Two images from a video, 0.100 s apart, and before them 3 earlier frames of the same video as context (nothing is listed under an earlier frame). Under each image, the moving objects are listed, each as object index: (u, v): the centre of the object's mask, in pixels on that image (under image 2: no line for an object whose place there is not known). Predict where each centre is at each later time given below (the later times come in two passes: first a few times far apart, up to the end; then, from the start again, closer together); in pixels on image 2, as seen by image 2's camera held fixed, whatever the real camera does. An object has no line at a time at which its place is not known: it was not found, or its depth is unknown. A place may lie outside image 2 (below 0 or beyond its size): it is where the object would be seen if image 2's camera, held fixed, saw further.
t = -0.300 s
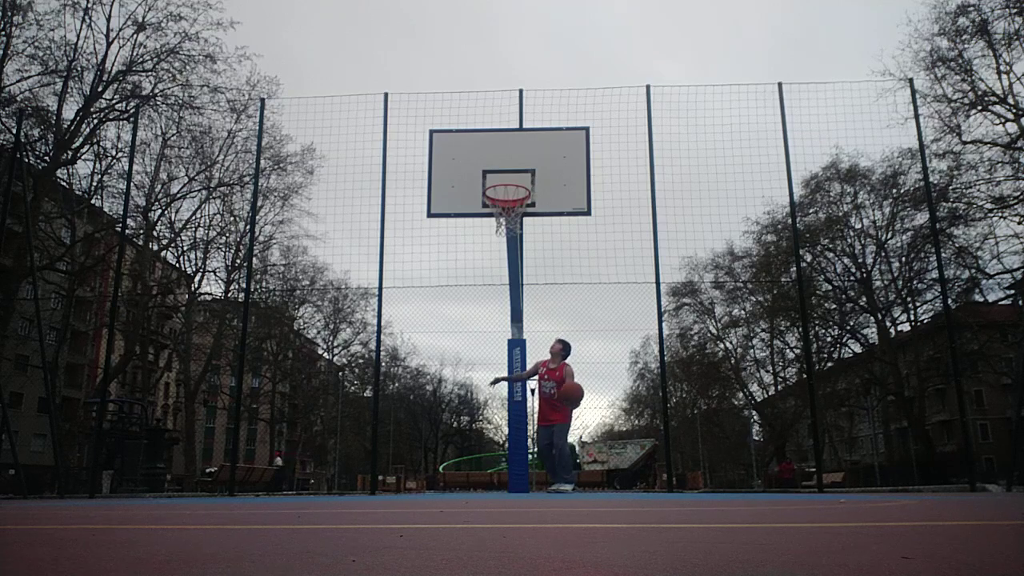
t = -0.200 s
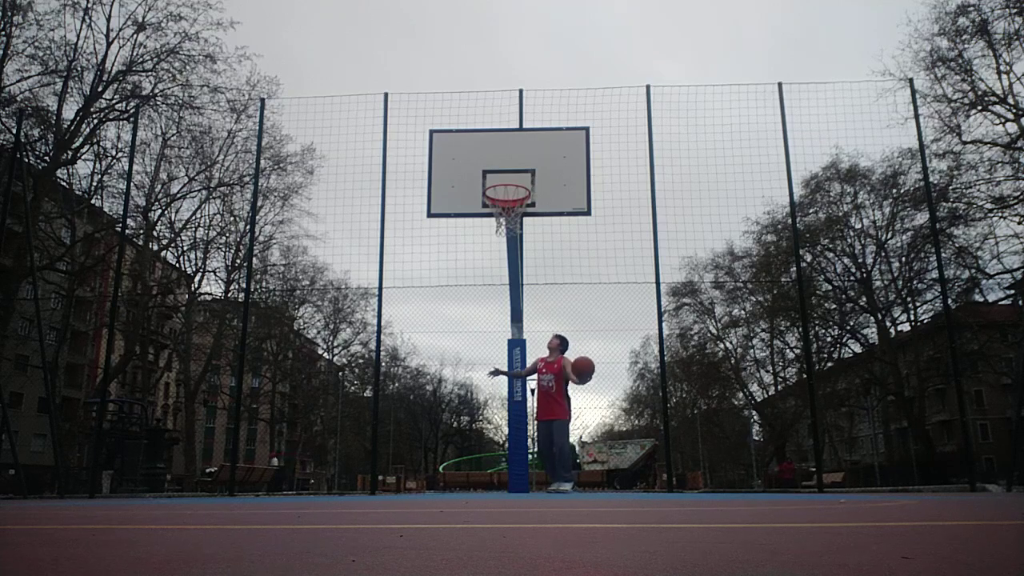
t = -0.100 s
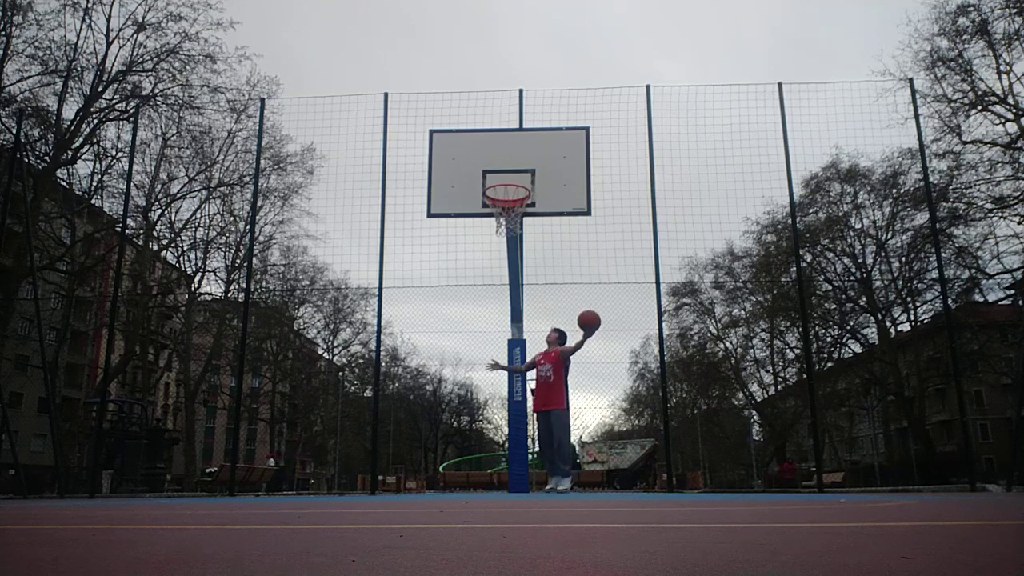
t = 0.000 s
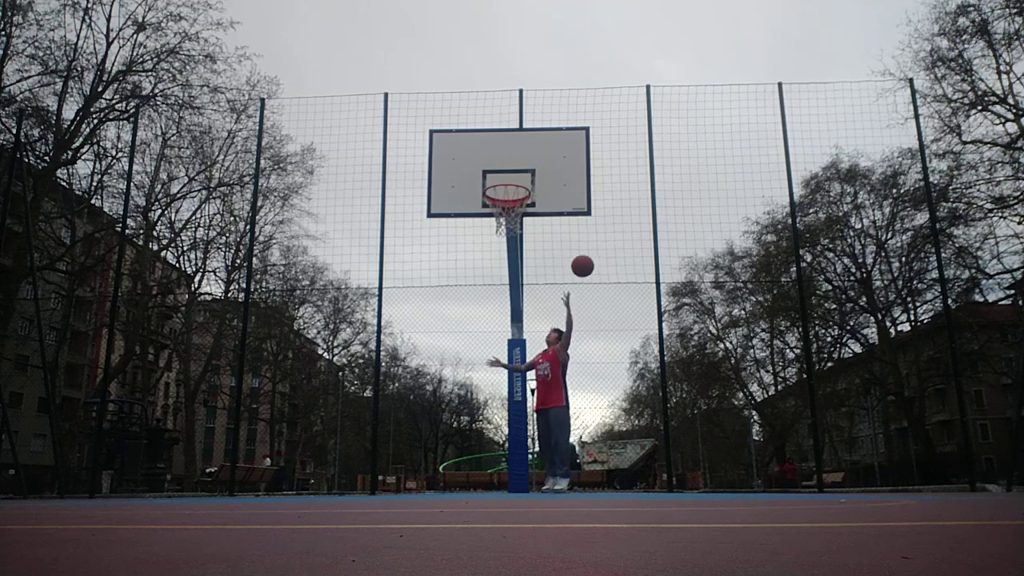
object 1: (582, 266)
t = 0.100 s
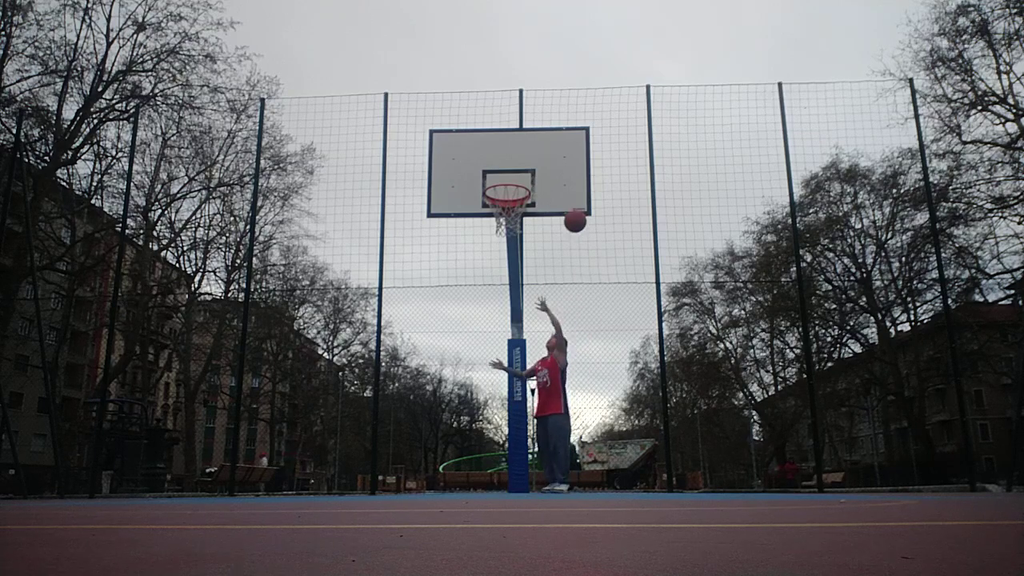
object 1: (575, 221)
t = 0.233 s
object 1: (566, 178)
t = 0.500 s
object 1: (552, 138)
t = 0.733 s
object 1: (542, 152)
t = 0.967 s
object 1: (559, 182)
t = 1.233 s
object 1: (633, 218)
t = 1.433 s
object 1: (695, 292)
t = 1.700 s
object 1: (792, 473)
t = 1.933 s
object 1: (845, 350)
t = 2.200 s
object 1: (907, 263)
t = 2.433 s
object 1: (969, 246)
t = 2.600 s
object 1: (1015, 268)
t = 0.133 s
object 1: (572, 208)
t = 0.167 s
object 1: (570, 198)
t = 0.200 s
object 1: (568, 187)
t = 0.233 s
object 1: (566, 178)
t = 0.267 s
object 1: (563, 170)
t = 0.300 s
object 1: (561, 163)
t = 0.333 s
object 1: (559, 157)
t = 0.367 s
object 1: (557, 152)
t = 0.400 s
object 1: (556, 147)
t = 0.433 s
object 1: (554, 143)
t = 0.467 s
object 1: (553, 140)
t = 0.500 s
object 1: (552, 138)
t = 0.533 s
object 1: (550, 138)
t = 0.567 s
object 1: (549, 138)
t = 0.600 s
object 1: (548, 138)
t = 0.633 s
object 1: (546, 140)
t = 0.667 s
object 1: (545, 144)
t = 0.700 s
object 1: (544, 147)
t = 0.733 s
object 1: (542, 152)
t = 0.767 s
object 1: (541, 158)
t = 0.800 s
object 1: (540, 165)
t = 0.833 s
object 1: (538, 172)
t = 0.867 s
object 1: (537, 181)
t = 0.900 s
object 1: (542, 183)
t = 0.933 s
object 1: (550, 182)
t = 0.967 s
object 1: (559, 182)
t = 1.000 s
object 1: (568, 183)
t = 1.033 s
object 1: (577, 185)
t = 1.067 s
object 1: (586, 188)
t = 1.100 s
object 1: (595, 191)
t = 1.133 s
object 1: (605, 196)
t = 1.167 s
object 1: (614, 202)
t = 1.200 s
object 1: (624, 209)
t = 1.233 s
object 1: (633, 218)
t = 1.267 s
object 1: (643, 227)
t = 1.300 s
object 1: (653, 237)
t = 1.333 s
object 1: (663, 249)
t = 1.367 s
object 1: (674, 262)
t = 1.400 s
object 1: (684, 276)
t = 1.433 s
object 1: (695, 292)
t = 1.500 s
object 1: (717, 327)
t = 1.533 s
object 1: (729, 346)
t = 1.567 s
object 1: (741, 369)
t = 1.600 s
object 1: (754, 392)
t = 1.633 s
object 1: (767, 416)
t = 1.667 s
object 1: (780, 442)
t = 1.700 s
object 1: (792, 473)
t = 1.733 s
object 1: (802, 467)
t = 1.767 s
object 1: (809, 446)
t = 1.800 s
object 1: (817, 423)
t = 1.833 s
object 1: (823, 404)
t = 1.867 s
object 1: (831, 384)
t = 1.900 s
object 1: (838, 367)
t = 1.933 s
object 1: (845, 350)
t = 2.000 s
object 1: (859, 322)
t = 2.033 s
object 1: (868, 309)
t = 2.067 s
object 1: (875, 297)
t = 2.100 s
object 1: (883, 287)
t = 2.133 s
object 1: (890, 278)
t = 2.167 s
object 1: (897, 269)
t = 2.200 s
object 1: (907, 263)
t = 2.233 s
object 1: (915, 257)
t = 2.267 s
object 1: (924, 252)
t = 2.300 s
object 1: (932, 249)
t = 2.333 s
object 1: (941, 245)
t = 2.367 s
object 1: (950, 245)
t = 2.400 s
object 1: (959, 244)
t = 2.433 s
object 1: (969, 246)
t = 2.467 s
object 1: (979, 248)
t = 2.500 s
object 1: (988, 251)
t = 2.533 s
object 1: (999, 255)
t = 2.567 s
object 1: (1009, 261)
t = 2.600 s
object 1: (1015, 268)
